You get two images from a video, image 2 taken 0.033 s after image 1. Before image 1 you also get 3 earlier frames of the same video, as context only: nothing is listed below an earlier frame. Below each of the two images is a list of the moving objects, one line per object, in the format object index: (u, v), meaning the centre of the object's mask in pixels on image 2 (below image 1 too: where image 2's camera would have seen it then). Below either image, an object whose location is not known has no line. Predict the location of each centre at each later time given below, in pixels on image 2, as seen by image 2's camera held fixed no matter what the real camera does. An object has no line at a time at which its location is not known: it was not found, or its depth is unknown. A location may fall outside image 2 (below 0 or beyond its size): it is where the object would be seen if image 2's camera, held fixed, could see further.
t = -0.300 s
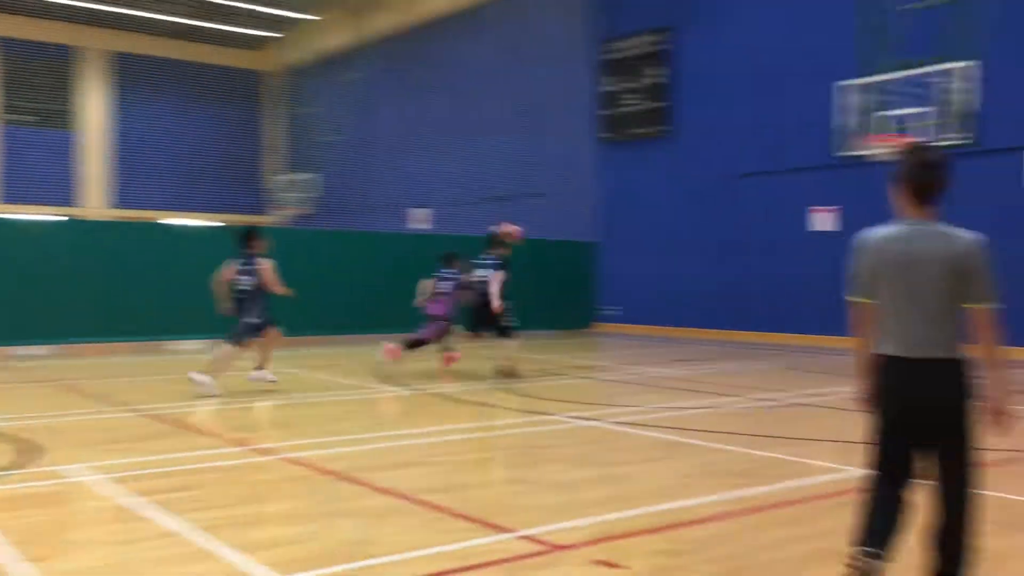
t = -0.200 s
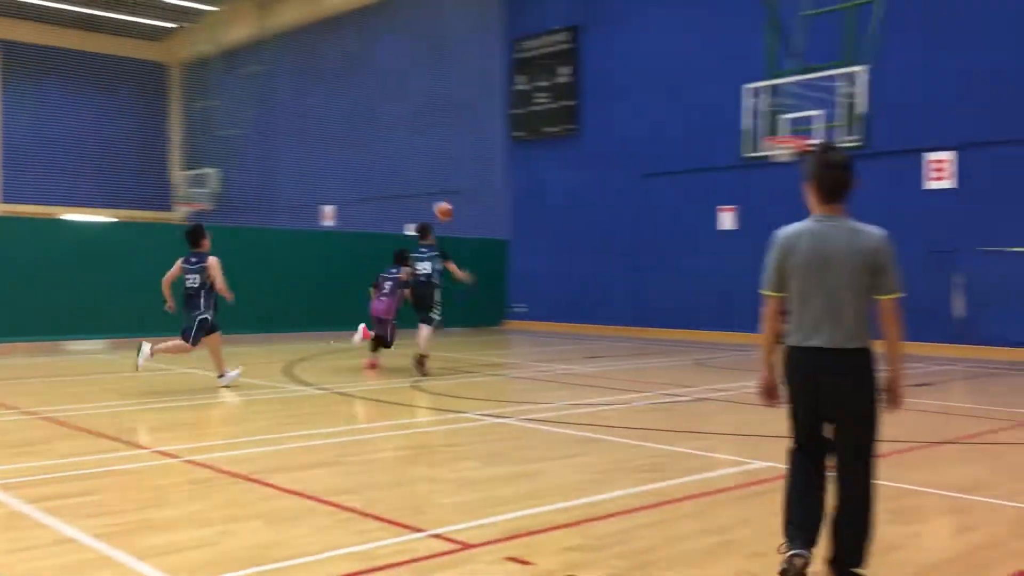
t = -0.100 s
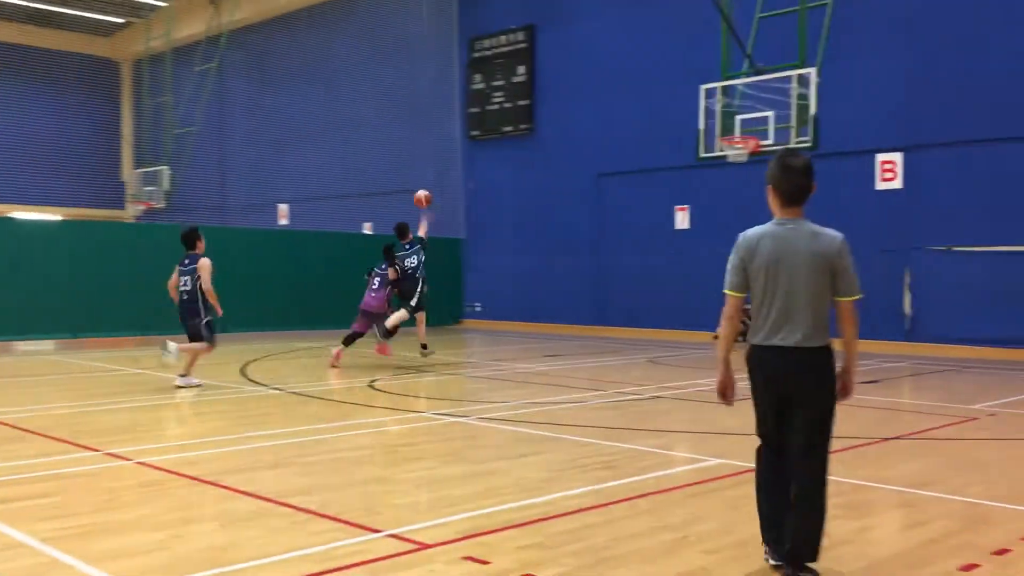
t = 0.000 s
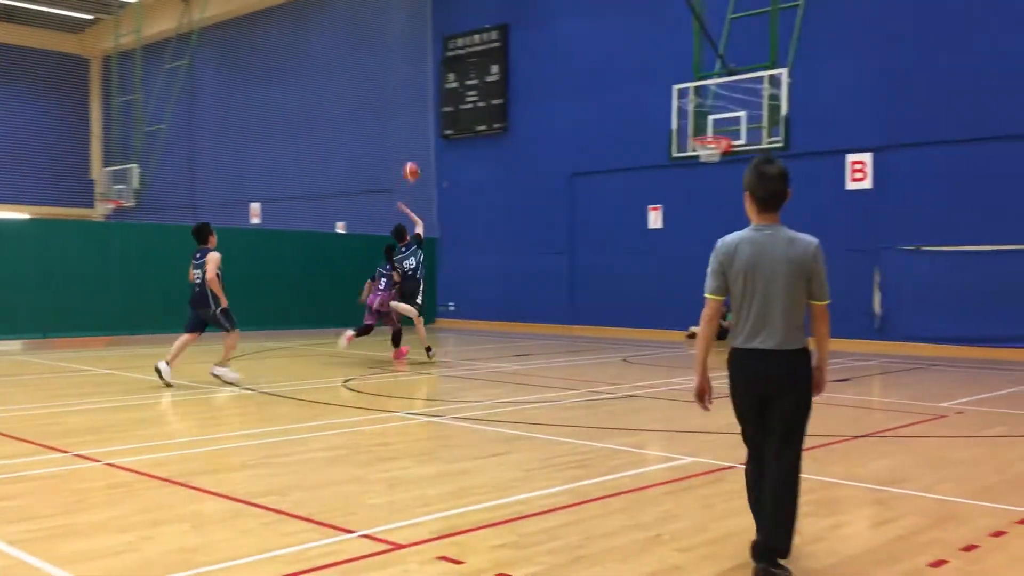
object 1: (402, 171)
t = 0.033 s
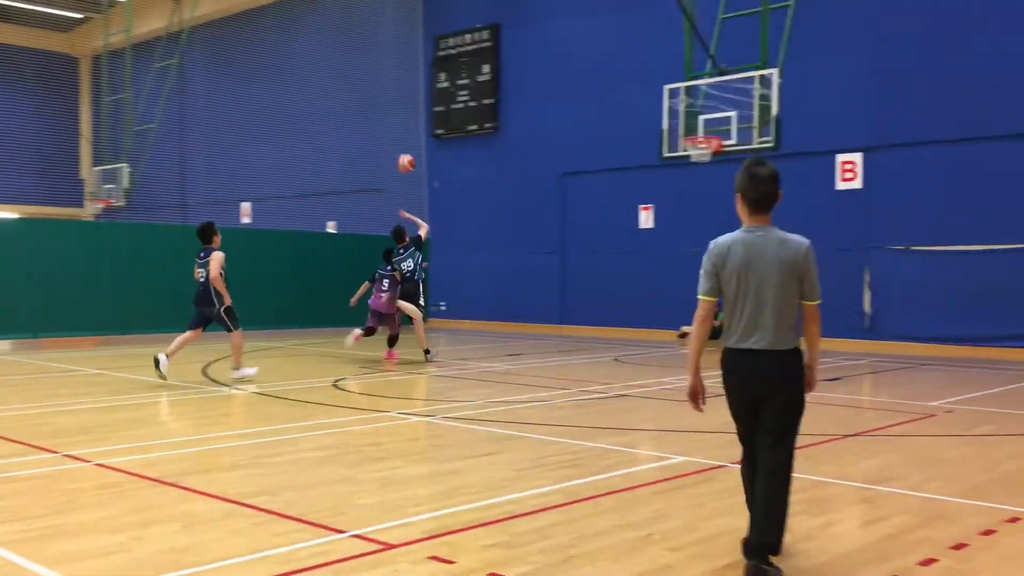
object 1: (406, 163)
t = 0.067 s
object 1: (410, 156)
